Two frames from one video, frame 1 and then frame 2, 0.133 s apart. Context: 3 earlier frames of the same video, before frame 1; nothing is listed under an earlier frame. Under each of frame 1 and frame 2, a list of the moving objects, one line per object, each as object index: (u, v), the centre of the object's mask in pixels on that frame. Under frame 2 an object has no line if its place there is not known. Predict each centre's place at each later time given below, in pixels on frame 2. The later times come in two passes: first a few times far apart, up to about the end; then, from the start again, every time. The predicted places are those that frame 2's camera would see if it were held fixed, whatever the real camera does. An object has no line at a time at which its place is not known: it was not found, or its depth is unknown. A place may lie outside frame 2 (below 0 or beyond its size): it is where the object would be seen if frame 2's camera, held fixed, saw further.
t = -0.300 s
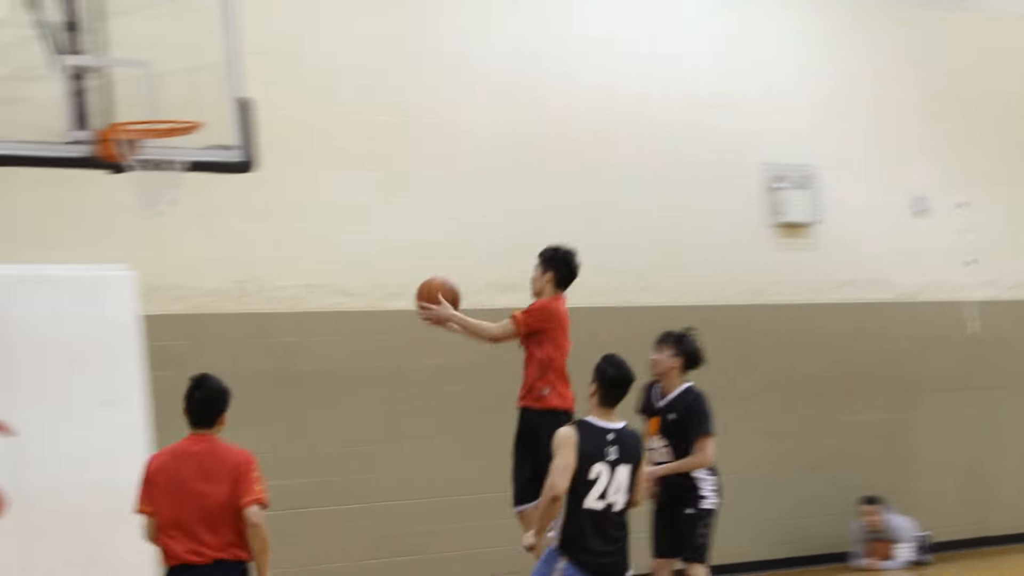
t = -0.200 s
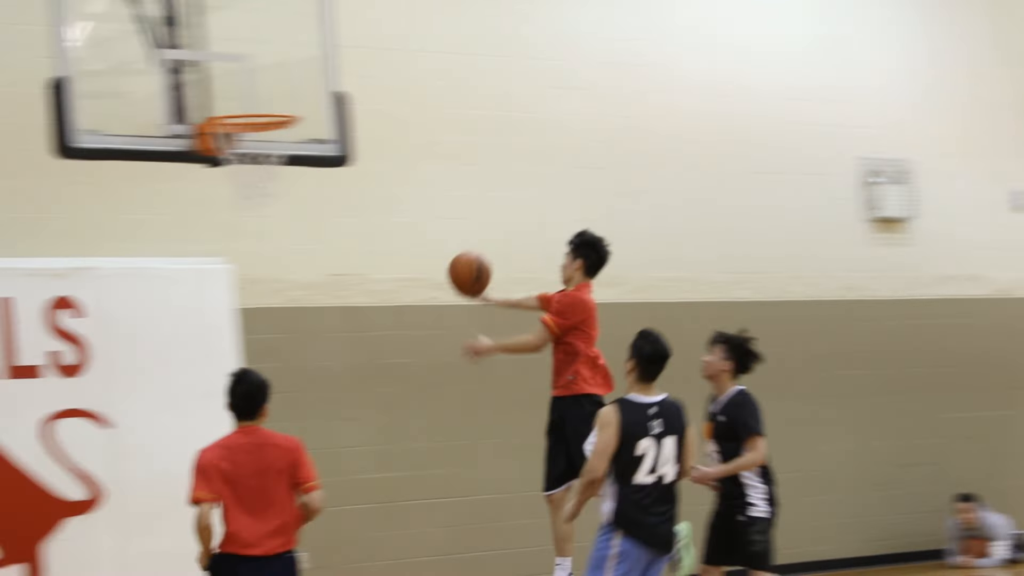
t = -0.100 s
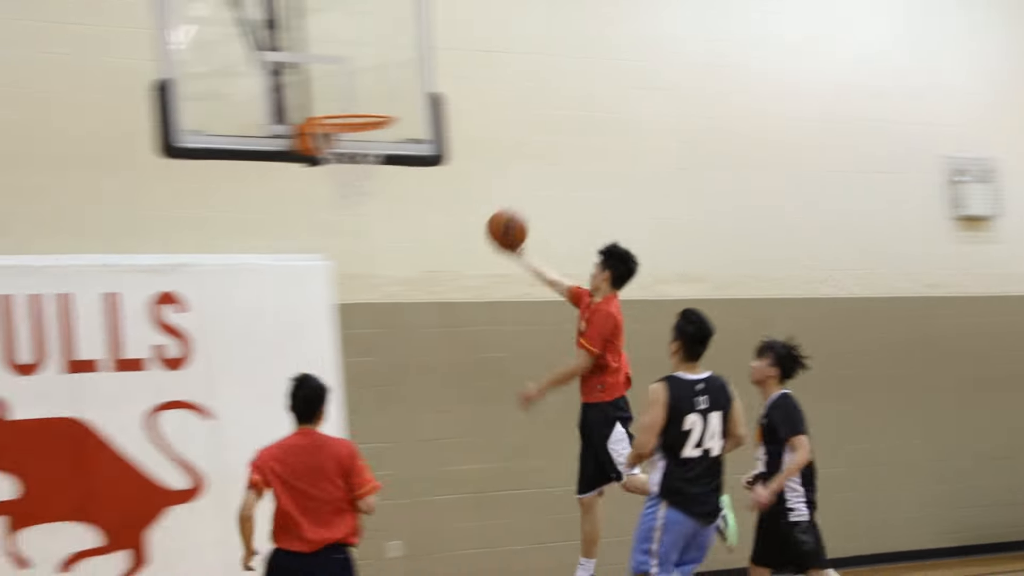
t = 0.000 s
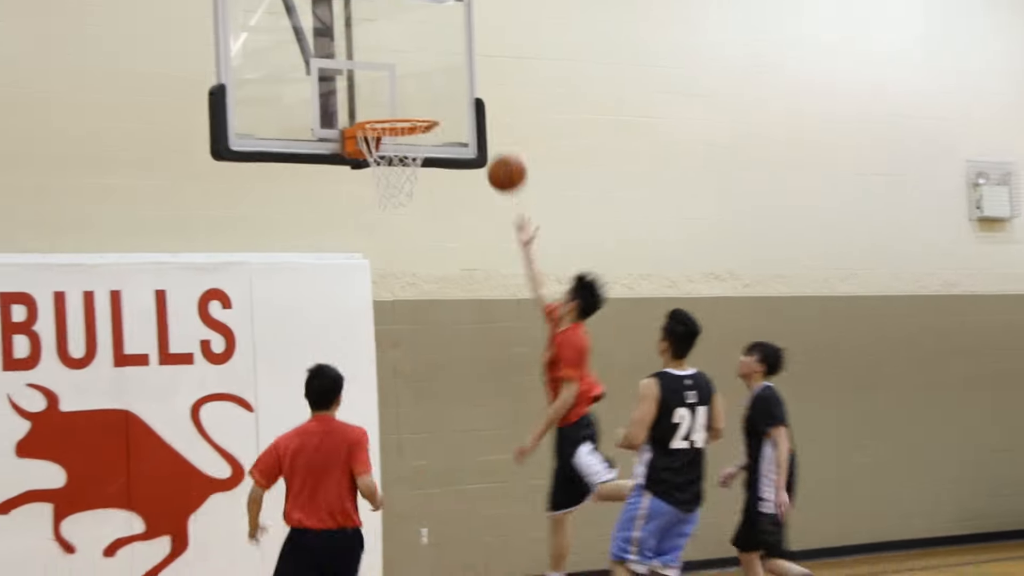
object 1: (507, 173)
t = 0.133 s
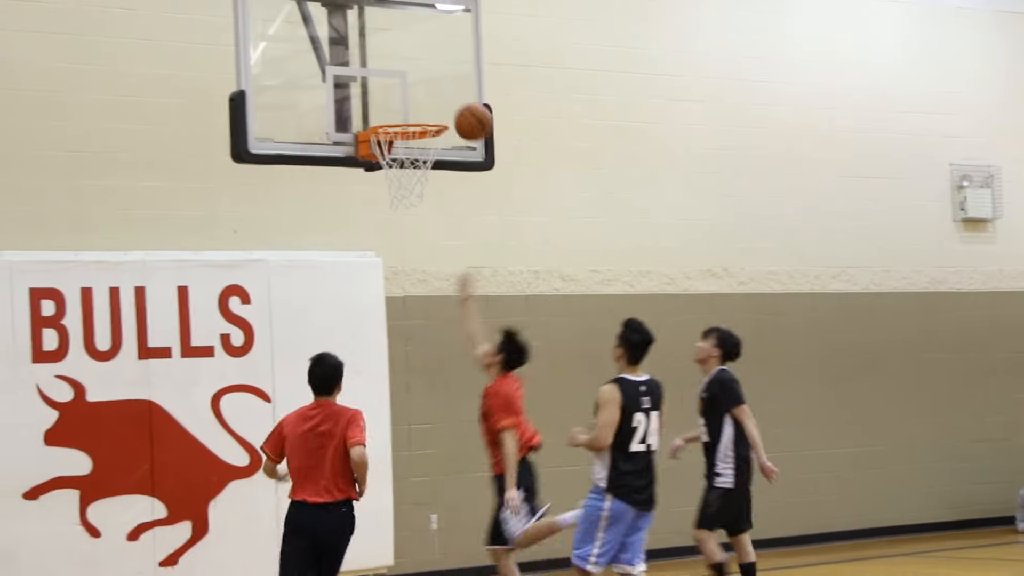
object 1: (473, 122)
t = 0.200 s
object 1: (453, 107)
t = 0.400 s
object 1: (438, 85)
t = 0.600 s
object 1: (441, 106)
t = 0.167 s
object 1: (462, 113)
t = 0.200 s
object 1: (453, 107)
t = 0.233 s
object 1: (444, 101)
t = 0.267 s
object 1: (436, 97)
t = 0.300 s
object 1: (436, 92)
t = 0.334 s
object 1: (437, 88)
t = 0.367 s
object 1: (437, 86)
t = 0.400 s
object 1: (438, 85)
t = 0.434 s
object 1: (439, 86)
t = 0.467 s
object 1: (440, 89)
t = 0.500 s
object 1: (441, 94)
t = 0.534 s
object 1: (442, 100)
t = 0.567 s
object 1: (443, 107)
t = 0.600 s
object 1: (441, 106)
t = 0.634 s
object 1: (438, 102)
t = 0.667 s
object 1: (435, 101)
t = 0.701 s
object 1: (433, 101)
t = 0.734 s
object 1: (430, 102)
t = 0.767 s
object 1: (427, 105)
